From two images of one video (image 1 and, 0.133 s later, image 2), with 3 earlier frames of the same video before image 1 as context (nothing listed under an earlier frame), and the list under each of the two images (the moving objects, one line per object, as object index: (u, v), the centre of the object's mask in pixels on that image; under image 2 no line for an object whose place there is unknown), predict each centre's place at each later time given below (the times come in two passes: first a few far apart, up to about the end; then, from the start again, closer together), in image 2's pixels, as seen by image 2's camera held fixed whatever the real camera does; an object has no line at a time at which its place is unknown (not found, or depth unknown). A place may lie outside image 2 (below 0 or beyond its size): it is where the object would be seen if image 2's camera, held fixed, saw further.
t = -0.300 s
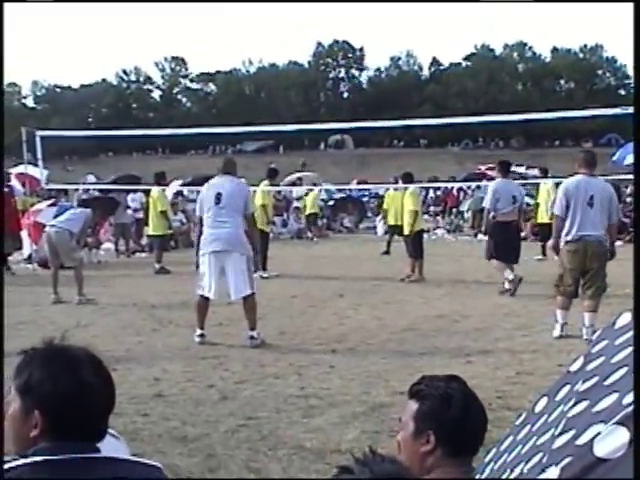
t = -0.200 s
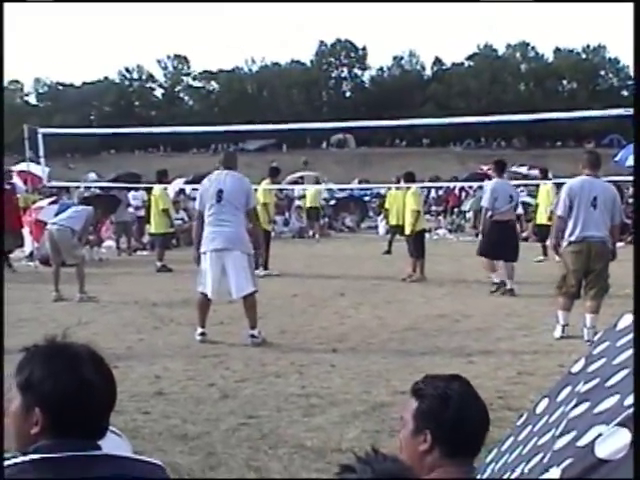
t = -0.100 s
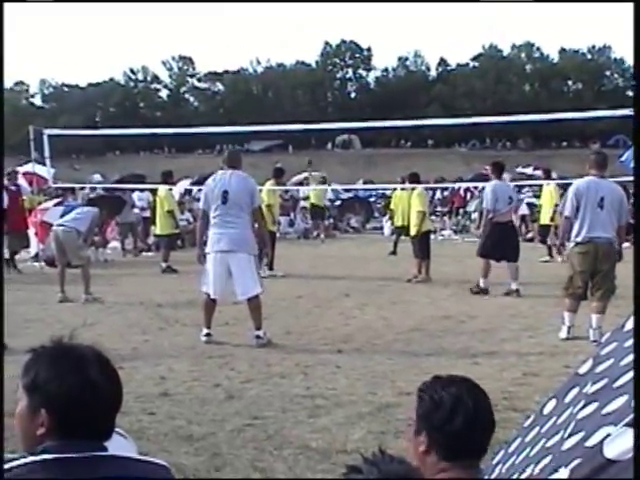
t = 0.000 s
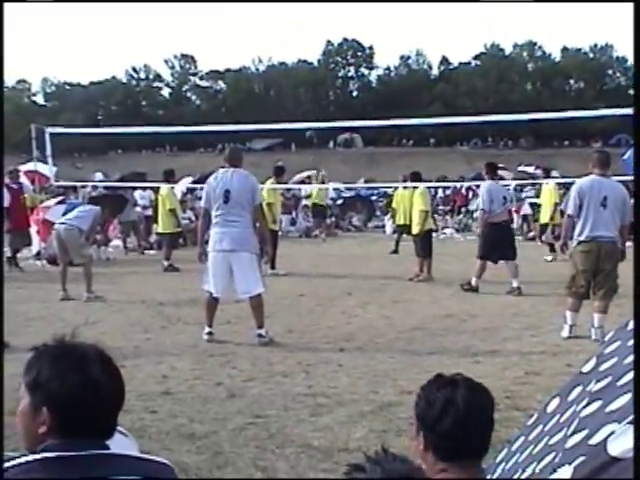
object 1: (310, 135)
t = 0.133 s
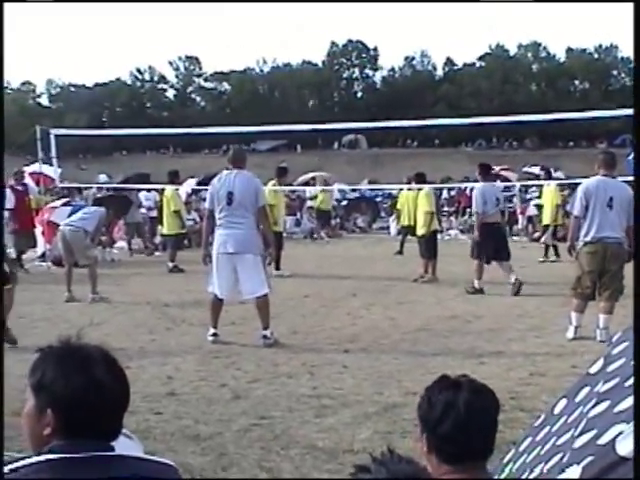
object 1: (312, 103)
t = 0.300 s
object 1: (308, 65)
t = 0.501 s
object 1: (306, 41)
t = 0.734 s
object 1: (297, 27)
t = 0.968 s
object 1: (282, 53)
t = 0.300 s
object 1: (308, 65)
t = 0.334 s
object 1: (310, 64)
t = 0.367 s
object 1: (309, 61)
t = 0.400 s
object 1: (309, 55)
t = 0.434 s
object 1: (307, 50)
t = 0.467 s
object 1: (306, 46)
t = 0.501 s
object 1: (306, 41)
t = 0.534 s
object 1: (304, 38)
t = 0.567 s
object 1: (304, 35)
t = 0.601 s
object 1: (302, 32)
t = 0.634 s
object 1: (302, 30)
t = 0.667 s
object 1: (300, 28)
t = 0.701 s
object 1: (299, 27)
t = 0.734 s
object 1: (297, 27)
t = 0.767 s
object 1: (295, 28)
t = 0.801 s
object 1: (293, 29)
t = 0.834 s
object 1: (291, 32)
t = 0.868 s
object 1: (289, 36)
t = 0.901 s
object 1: (287, 40)
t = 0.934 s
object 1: (285, 46)
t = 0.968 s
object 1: (282, 53)
